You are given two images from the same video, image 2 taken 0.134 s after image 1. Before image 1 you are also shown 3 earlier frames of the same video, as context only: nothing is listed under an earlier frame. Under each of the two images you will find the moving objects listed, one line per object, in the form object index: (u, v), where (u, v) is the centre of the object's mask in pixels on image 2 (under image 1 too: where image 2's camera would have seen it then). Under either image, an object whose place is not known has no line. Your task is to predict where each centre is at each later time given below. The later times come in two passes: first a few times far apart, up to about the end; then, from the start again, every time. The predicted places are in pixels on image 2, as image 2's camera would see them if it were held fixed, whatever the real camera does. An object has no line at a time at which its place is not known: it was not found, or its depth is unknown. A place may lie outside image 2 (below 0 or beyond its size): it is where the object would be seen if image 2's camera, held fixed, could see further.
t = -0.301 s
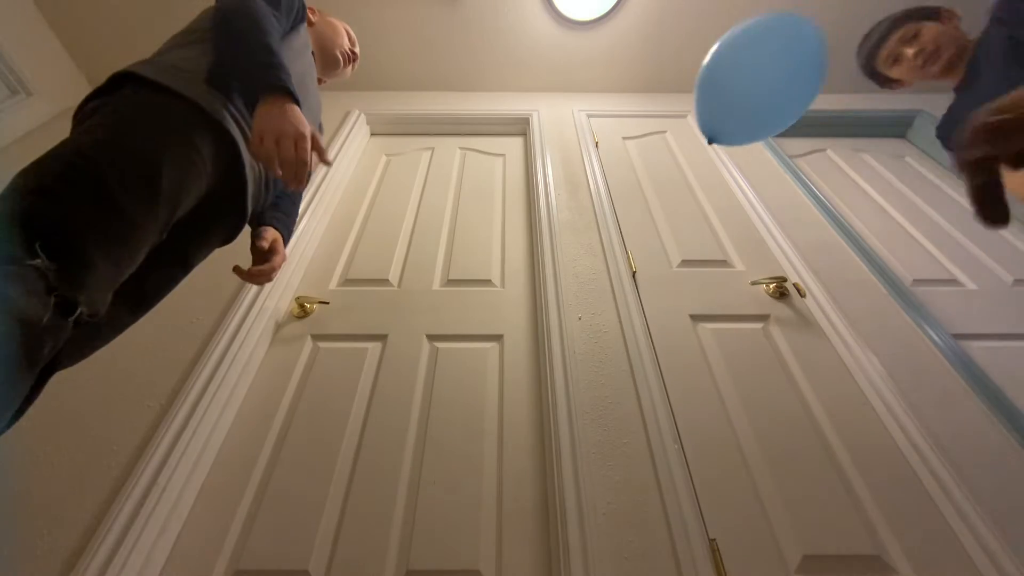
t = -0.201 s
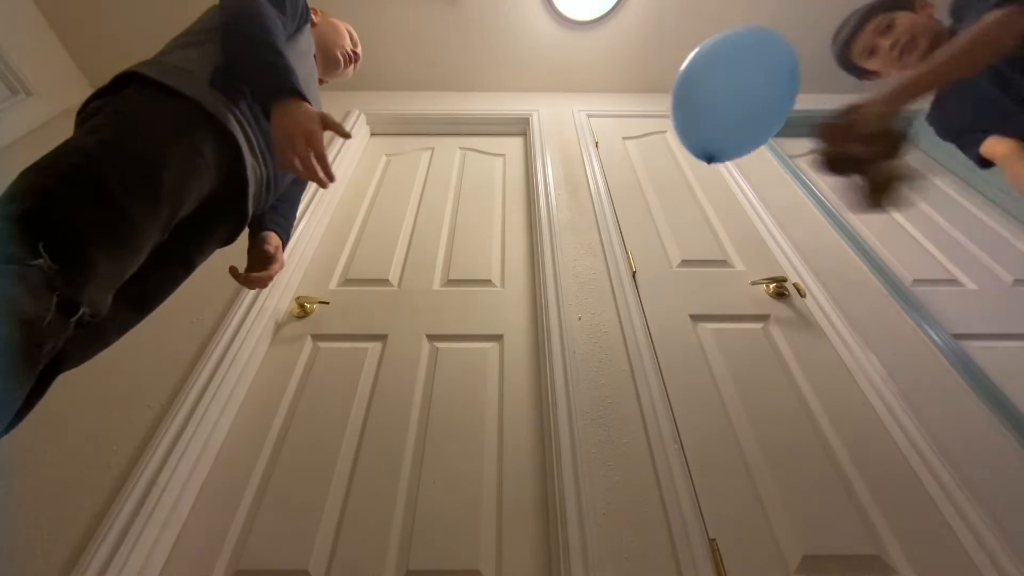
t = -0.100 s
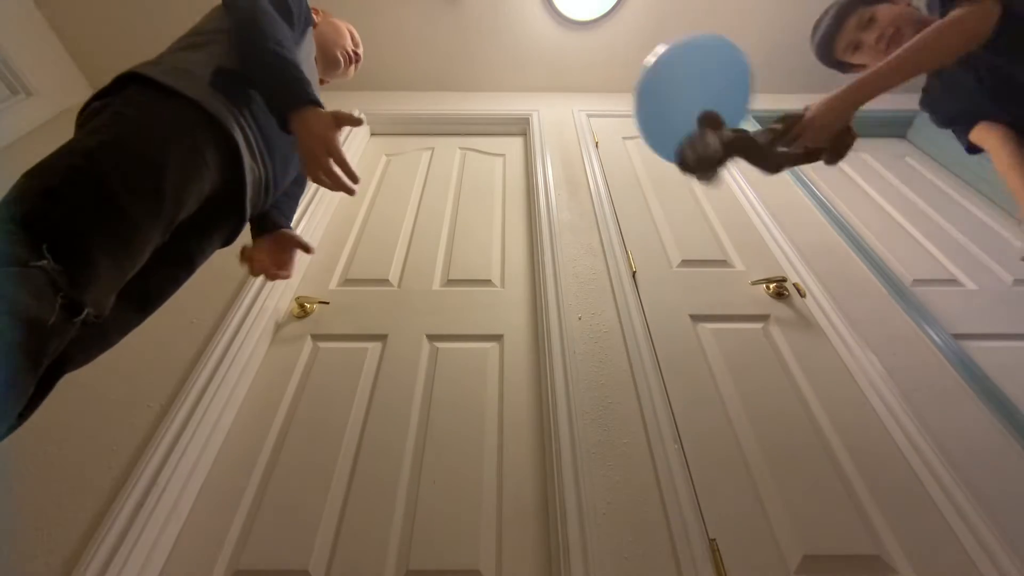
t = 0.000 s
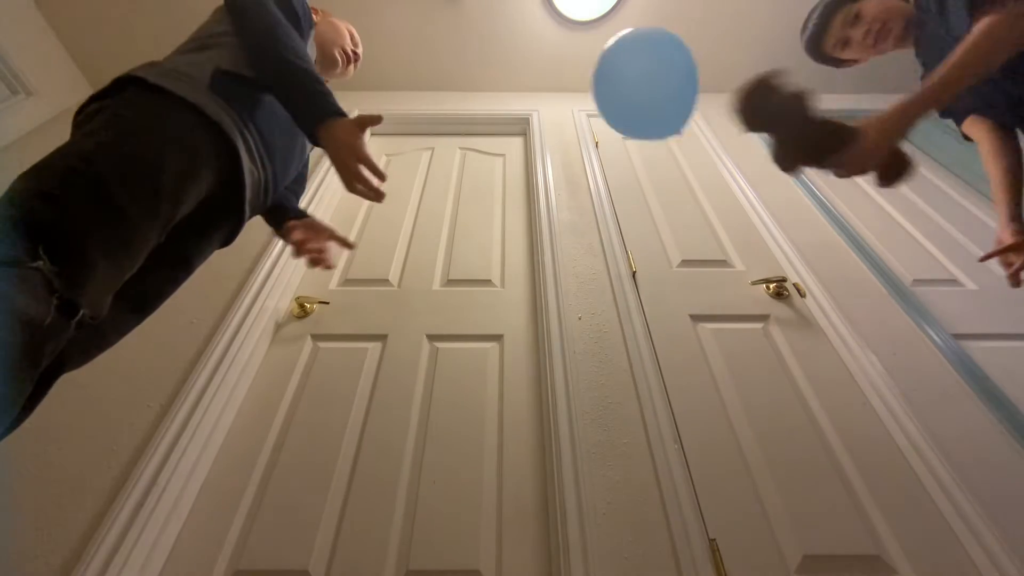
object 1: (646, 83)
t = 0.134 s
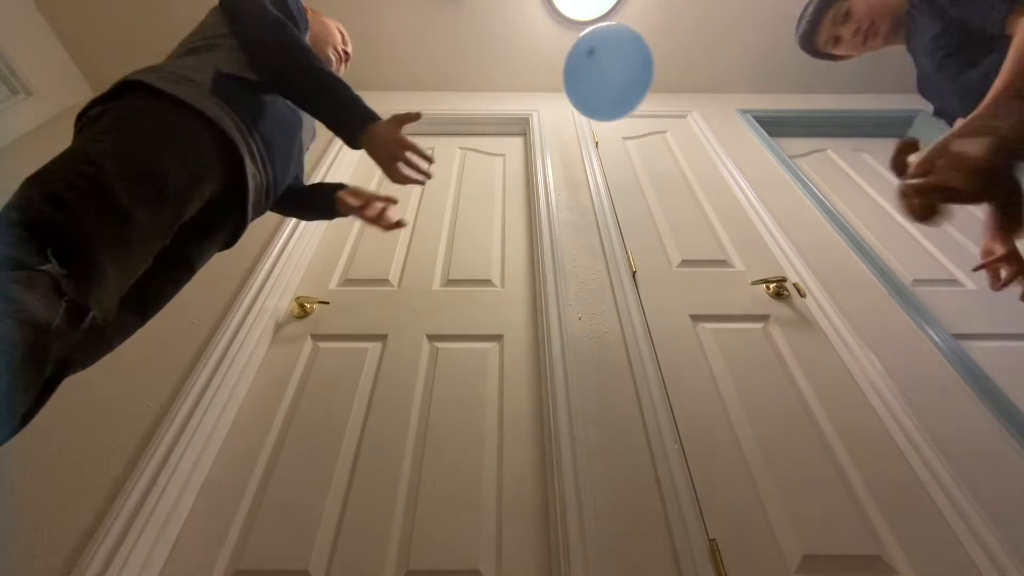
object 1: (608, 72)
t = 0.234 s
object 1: (591, 67)
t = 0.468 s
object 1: (560, 63)
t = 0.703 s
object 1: (538, 66)
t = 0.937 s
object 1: (526, 76)
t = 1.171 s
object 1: (518, 92)
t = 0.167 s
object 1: (602, 70)
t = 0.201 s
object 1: (596, 68)
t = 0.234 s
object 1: (591, 67)
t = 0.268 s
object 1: (586, 65)
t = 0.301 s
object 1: (581, 64)
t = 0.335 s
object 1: (576, 63)
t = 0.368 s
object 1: (572, 62)
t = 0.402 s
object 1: (568, 62)
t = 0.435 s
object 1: (563, 62)
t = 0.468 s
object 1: (560, 63)
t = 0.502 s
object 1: (556, 63)
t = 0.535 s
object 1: (553, 63)
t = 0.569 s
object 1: (549, 63)
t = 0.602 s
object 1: (546, 63)
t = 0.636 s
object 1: (543, 64)
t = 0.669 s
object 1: (540, 65)
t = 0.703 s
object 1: (538, 66)
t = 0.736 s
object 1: (536, 68)
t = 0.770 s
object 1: (533, 69)
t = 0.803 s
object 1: (532, 70)
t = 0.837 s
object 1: (530, 71)
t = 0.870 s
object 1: (529, 73)
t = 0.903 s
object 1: (527, 74)
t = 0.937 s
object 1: (526, 76)
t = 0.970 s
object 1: (525, 77)
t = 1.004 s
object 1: (523, 79)
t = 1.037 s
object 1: (522, 81)
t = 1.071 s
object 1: (521, 84)
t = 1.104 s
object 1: (520, 86)
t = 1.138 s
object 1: (519, 89)
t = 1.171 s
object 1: (518, 92)
